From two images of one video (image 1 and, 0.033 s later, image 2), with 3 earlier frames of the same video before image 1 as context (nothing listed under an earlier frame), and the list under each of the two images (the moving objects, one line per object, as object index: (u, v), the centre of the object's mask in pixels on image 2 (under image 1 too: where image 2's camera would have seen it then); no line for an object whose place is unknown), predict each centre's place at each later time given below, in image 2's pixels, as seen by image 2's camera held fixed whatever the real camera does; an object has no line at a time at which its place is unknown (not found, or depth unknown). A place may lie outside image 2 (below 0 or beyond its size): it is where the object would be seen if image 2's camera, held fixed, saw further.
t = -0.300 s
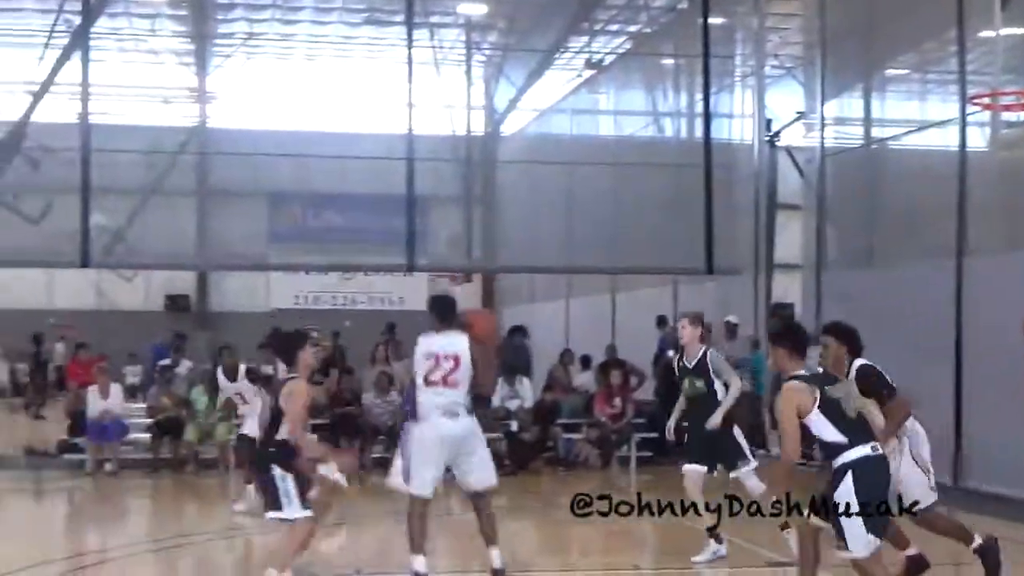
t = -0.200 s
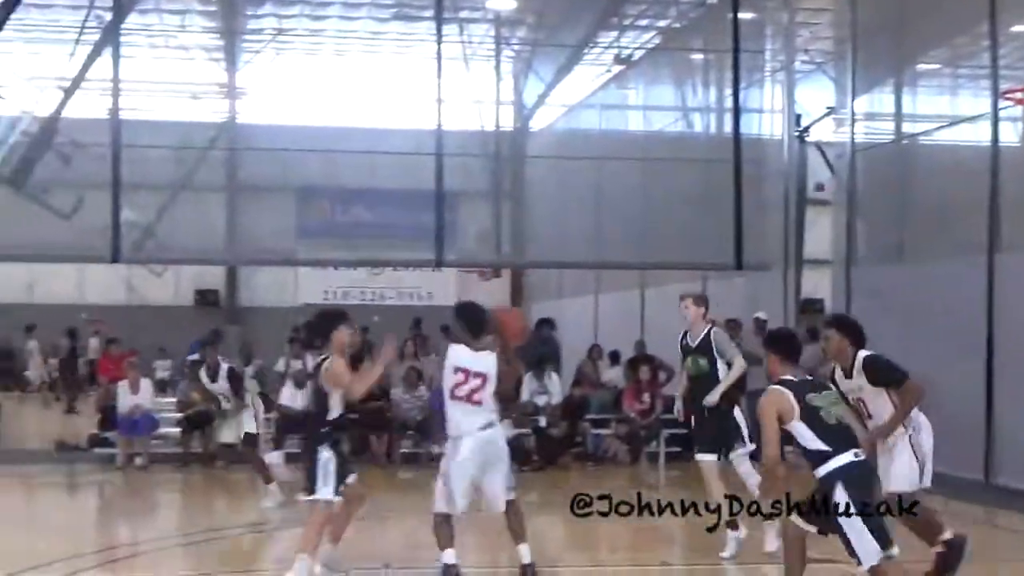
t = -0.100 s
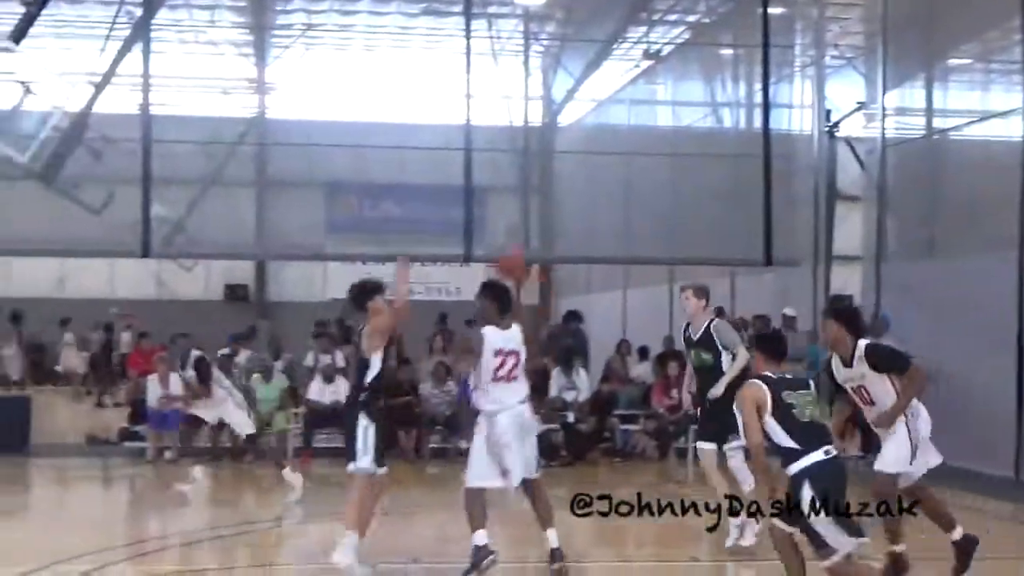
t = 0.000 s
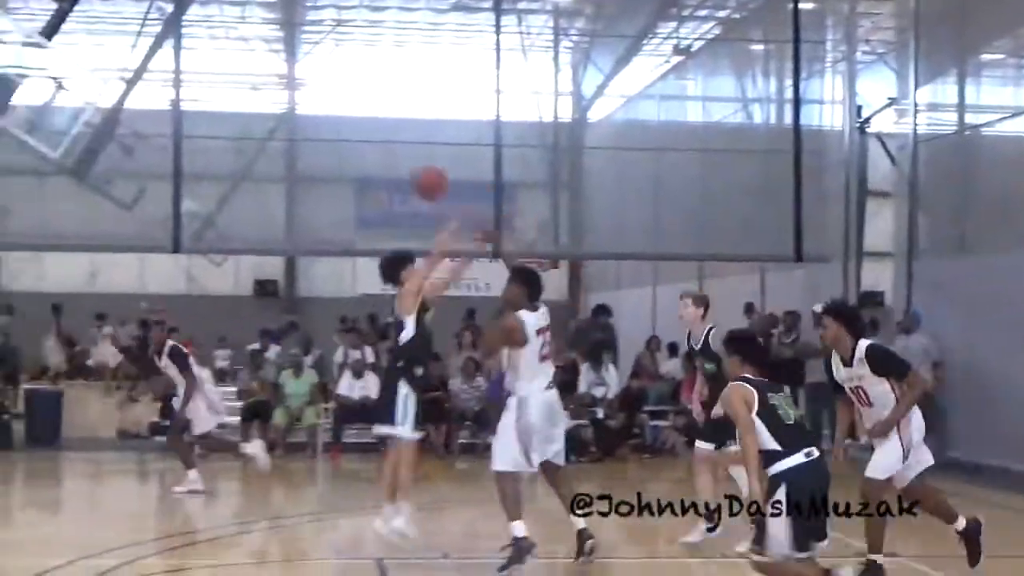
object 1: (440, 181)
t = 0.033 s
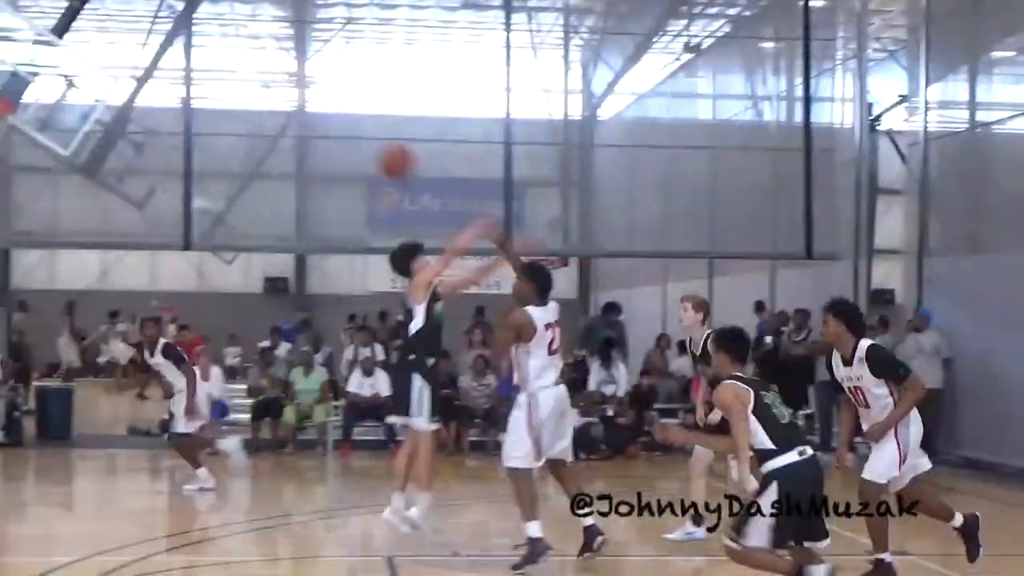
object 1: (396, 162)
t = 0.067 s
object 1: (355, 146)
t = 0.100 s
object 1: (310, 130)
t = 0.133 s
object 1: (269, 118)
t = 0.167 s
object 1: (229, 106)
